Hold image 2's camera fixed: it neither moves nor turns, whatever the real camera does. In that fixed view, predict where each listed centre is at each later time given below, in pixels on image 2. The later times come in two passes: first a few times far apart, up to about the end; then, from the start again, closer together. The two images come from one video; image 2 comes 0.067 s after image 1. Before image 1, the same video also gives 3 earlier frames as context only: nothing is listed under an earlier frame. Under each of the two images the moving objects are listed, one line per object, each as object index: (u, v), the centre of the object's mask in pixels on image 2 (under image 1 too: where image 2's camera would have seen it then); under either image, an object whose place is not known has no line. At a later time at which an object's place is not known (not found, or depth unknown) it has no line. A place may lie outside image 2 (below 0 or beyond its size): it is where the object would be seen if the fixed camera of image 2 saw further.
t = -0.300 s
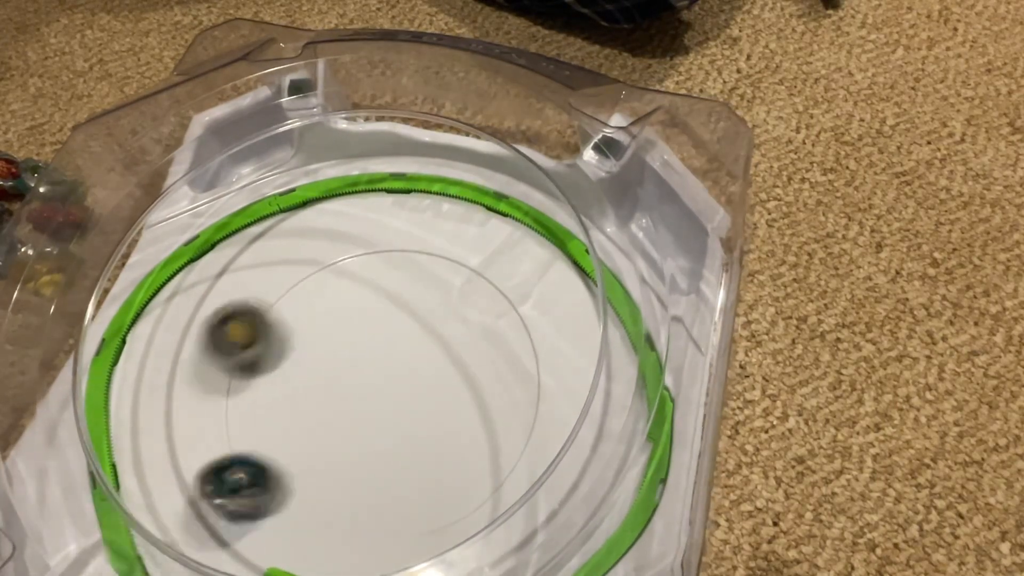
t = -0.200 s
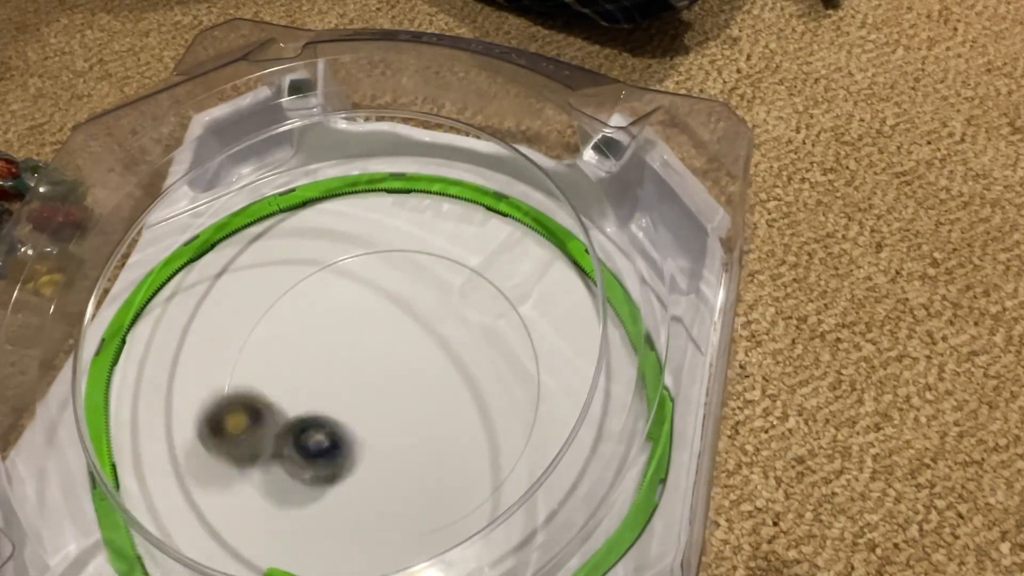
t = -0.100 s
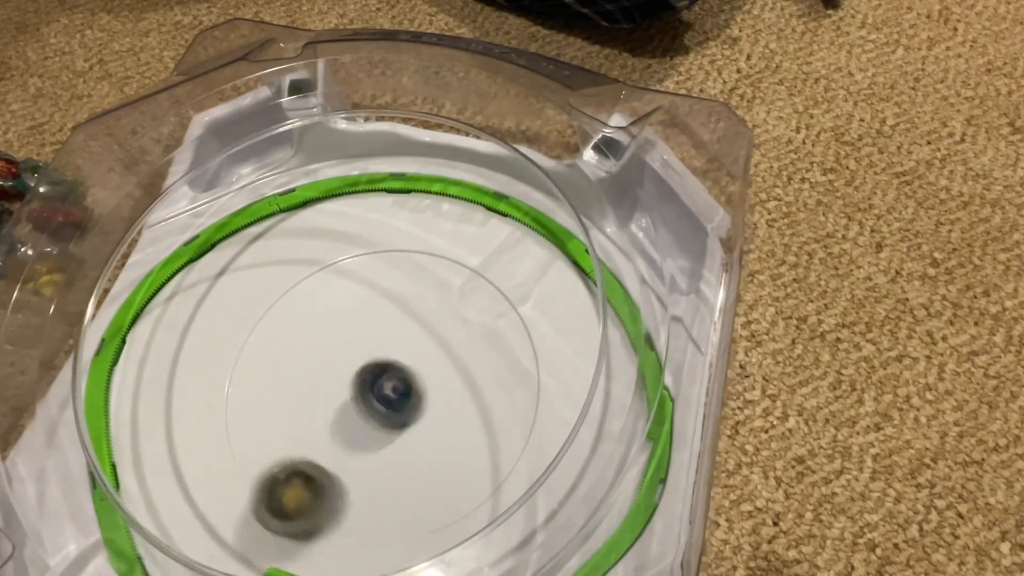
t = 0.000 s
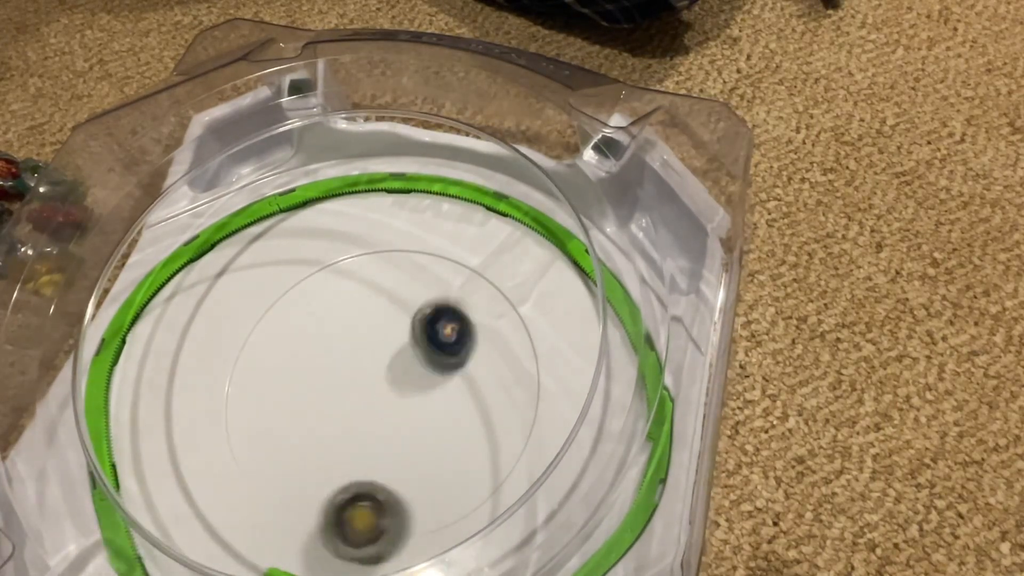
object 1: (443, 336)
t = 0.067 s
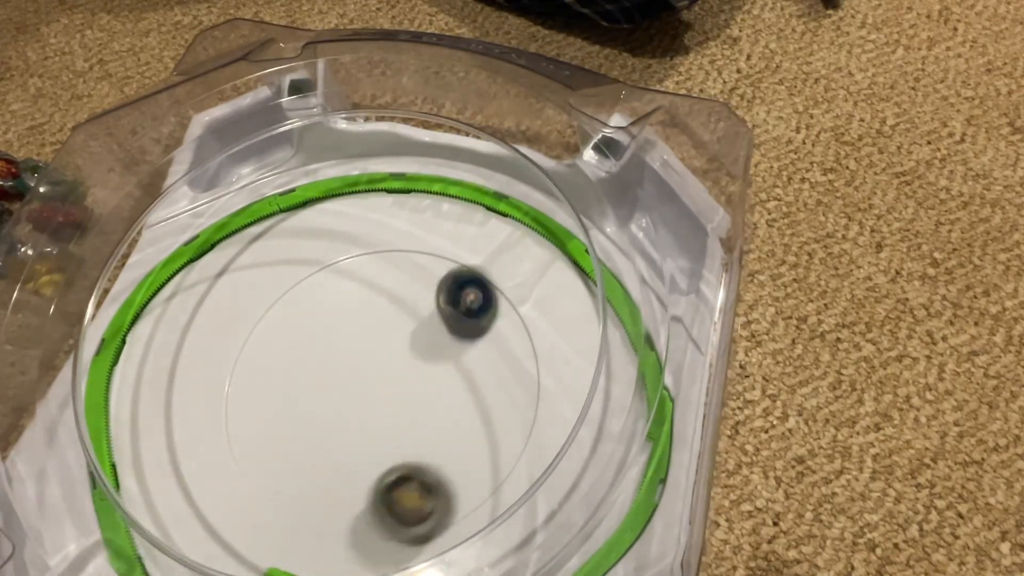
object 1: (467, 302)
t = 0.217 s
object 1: (475, 280)
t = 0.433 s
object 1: (400, 164)
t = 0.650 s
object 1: (333, 302)
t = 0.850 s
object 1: (348, 518)
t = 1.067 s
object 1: (437, 493)
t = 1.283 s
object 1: (501, 293)
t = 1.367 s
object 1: (408, 306)
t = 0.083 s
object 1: (470, 296)
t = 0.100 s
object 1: (473, 289)
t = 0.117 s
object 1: (476, 284)
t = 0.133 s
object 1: (478, 280)
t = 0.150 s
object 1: (480, 276)
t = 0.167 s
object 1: (479, 275)
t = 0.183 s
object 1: (478, 275)
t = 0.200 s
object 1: (476, 276)
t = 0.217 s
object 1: (475, 280)
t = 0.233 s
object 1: (472, 283)
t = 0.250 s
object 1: (468, 287)
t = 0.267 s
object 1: (459, 286)
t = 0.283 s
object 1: (457, 282)
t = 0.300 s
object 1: (453, 267)
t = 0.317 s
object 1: (444, 249)
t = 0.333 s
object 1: (437, 232)
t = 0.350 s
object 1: (431, 219)
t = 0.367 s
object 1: (426, 207)
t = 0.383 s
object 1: (421, 195)
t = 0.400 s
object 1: (413, 183)
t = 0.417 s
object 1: (407, 176)
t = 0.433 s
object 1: (400, 164)
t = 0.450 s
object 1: (390, 167)
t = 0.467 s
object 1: (383, 173)
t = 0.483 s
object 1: (376, 180)
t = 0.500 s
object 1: (371, 187)
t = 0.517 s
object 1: (365, 195)
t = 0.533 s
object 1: (357, 201)
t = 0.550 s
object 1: (355, 216)
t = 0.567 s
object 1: (351, 227)
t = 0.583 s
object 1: (346, 241)
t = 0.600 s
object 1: (341, 251)
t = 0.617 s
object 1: (339, 266)
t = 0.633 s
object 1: (334, 282)
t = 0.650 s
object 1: (333, 302)
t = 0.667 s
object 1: (333, 322)
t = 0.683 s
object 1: (331, 342)
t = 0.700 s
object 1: (329, 357)
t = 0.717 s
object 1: (330, 375)
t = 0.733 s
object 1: (331, 393)
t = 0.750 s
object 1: (330, 416)
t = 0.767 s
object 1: (332, 434)
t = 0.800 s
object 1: (336, 470)
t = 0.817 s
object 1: (338, 486)
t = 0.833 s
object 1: (343, 502)
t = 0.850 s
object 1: (348, 518)
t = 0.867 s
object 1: (352, 532)
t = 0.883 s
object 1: (359, 545)
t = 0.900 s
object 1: (370, 552)
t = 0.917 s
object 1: (376, 556)
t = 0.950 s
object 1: (389, 557)
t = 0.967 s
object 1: (395, 550)
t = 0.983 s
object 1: (400, 545)
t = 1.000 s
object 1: (405, 536)
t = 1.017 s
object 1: (412, 523)
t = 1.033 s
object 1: (421, 518)
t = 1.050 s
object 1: (427, 508)
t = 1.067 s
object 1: (437, 493)
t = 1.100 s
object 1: (451, 465)
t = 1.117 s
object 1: (461, 450)
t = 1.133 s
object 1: (470, 437)
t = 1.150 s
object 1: (476, 421)
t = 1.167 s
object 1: (479, 403)
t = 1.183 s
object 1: (486, 386)
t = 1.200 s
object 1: (491, 370)
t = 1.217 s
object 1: (495, 359)
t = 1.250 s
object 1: (498, 325)
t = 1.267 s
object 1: (499, 308)
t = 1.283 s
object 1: (501, 293)
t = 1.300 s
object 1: (503, 285)
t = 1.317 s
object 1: (484, 290)
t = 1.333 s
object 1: (456, 299)
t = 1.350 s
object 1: (430, 306)
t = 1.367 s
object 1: (408, 306)
